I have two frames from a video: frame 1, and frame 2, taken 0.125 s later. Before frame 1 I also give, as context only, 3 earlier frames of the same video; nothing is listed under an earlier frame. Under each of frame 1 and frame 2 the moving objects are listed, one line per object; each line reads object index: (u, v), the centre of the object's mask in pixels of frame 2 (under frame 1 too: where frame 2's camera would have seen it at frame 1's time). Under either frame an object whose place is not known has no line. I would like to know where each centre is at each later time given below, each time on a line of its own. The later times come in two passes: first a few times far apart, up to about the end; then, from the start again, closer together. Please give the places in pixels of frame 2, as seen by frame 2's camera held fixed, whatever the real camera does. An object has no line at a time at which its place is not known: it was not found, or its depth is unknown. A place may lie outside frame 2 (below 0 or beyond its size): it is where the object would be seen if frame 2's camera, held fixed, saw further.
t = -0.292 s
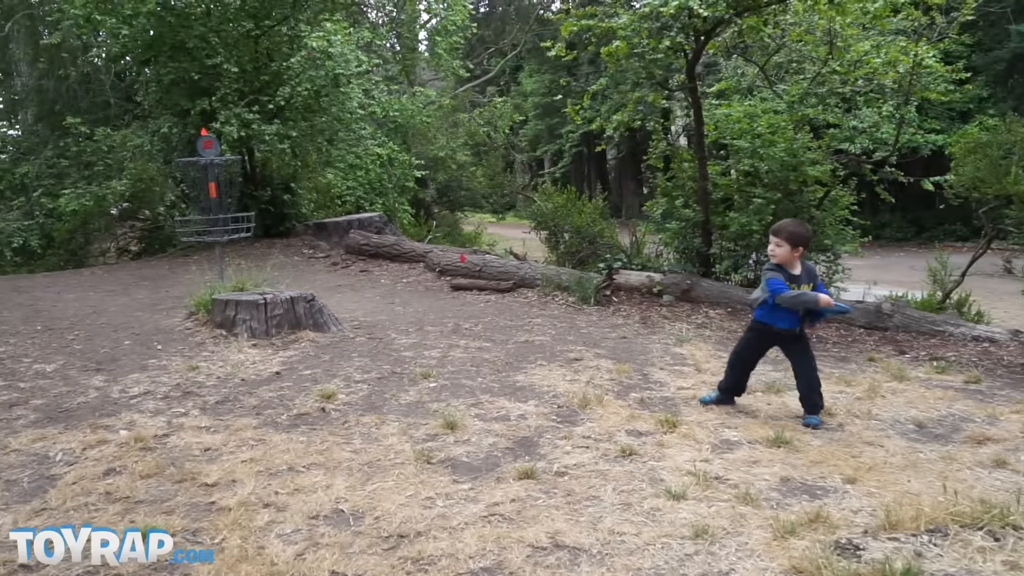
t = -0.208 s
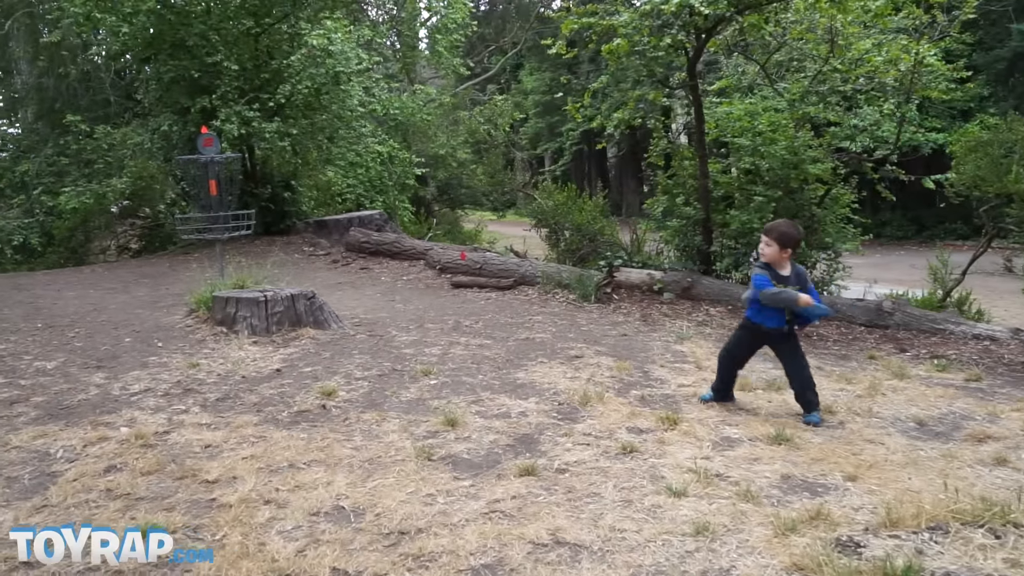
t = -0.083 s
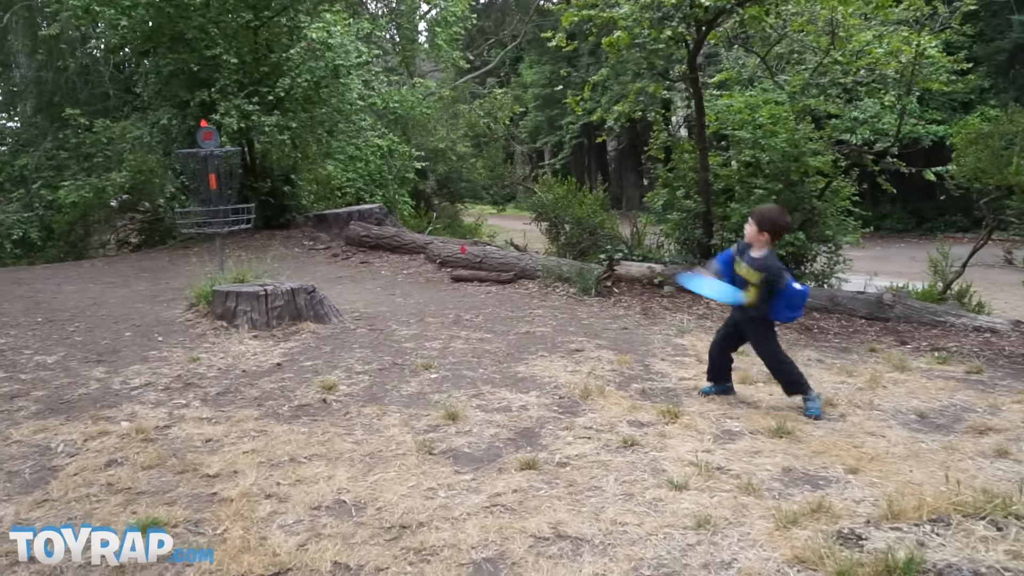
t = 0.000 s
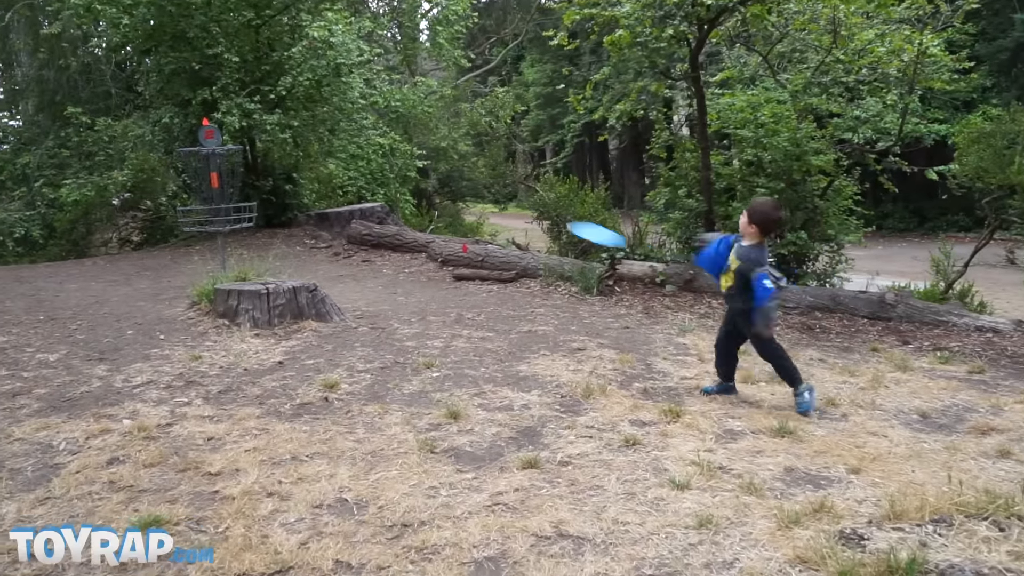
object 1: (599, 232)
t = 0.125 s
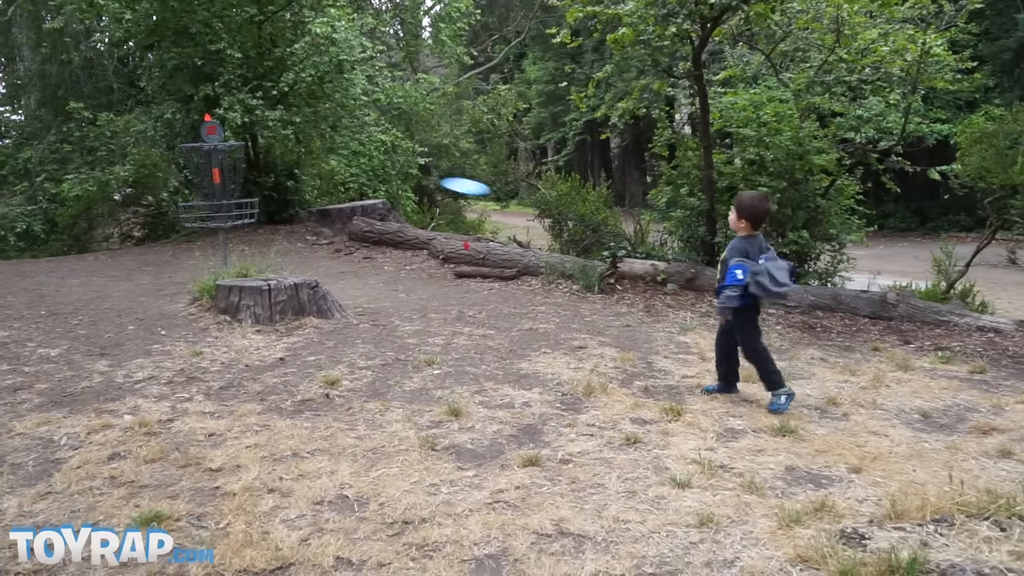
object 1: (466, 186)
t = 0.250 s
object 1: (366, 166)
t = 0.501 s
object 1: (230, 165)
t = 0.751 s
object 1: (130, 195)
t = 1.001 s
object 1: (44, 256)
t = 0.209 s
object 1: (396, 171)
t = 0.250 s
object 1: (366, 166)
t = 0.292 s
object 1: (339, 163)
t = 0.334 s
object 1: (314, 161)
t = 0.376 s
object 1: (291, 161)
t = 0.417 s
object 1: (269, 162)
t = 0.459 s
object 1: (249, 163)
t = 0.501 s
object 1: (230, 165)
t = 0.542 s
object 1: (213, 168)
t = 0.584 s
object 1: (196, 172)
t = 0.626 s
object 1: (180, 175)
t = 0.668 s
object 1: (161, 181)
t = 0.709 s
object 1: (147, 186)
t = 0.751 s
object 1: (130, 195)
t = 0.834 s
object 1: (100, 212)
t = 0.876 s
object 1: (87, 221)
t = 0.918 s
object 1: (72, 233)
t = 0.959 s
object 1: (59, 243)
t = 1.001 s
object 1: (44, 256)
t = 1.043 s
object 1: (33, 263)
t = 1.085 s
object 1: (24, 263)
